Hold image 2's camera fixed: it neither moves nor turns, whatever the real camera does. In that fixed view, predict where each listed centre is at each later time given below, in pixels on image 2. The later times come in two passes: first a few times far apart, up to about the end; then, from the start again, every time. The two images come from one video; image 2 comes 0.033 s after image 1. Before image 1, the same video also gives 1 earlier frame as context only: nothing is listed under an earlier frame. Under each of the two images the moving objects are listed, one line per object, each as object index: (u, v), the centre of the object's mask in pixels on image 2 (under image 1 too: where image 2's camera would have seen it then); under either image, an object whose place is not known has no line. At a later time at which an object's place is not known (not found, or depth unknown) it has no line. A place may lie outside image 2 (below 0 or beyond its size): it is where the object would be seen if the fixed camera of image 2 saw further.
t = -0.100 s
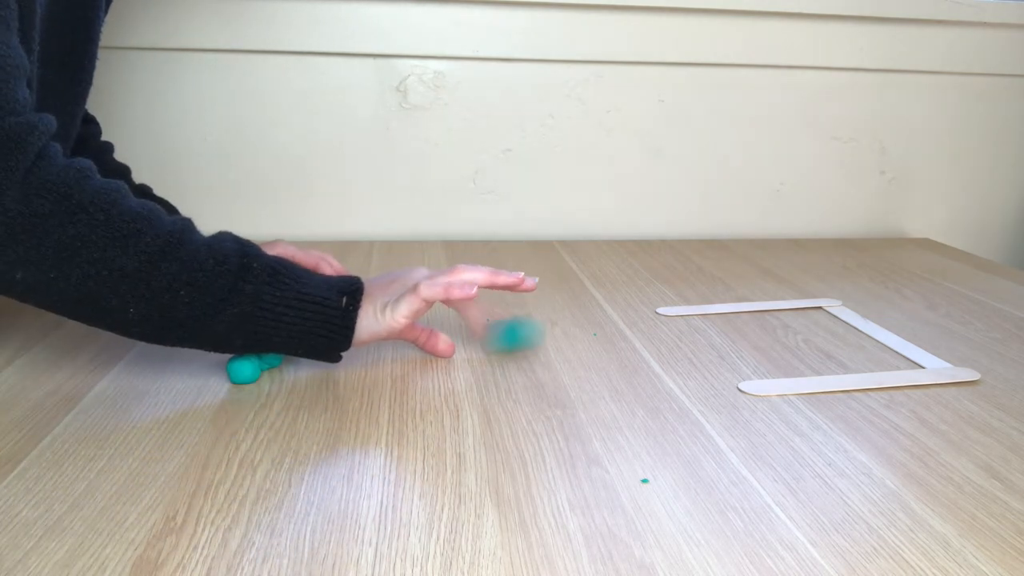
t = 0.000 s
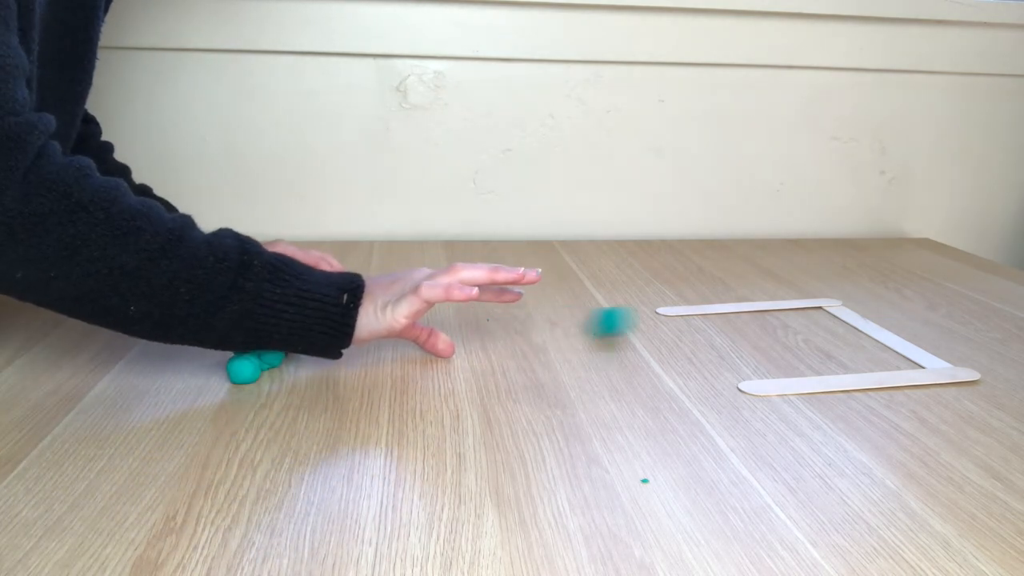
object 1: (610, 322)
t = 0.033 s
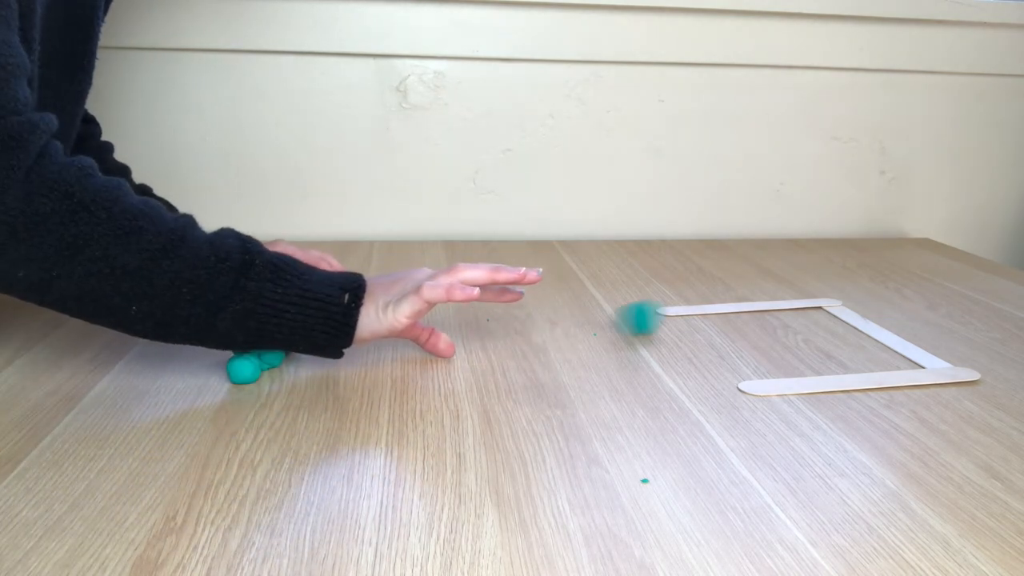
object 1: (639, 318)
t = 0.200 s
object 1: (770, 310)
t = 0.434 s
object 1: (910, 307)
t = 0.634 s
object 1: (965, 300)
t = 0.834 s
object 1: (991, 295)
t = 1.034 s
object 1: (1012, 295)
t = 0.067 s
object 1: (665, 316)
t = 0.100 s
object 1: (694, 312)
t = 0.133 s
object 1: (722, 314)
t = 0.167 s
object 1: (748, 309)
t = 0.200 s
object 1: (770, 310)
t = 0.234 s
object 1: (793, 308)
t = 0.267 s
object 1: (817, 309)
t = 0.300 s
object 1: (838, 308)
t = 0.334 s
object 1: (858, 307)
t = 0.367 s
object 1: (875, 306)
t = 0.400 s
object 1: (893, 307)
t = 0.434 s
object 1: (910, 307)
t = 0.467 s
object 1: (923, 305)
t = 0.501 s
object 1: (929, 304)
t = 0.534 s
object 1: (938, 305)
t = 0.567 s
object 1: (948, 303)
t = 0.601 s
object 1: (957, 302)
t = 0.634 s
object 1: (965, 300)
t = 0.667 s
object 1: (972, 300)
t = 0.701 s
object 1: (977, 300)
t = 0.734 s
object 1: (982, 298)
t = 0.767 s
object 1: (986, 297)
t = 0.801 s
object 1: (989, 295)
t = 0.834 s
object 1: (991, 295)
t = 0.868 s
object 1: (993, 294)
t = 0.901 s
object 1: (996, 292)
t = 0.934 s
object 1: (999, 292)
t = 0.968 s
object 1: (1003, 292)
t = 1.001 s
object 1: (1008, 293)
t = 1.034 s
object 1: (1012, 295)
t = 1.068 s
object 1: (1015, 297)
